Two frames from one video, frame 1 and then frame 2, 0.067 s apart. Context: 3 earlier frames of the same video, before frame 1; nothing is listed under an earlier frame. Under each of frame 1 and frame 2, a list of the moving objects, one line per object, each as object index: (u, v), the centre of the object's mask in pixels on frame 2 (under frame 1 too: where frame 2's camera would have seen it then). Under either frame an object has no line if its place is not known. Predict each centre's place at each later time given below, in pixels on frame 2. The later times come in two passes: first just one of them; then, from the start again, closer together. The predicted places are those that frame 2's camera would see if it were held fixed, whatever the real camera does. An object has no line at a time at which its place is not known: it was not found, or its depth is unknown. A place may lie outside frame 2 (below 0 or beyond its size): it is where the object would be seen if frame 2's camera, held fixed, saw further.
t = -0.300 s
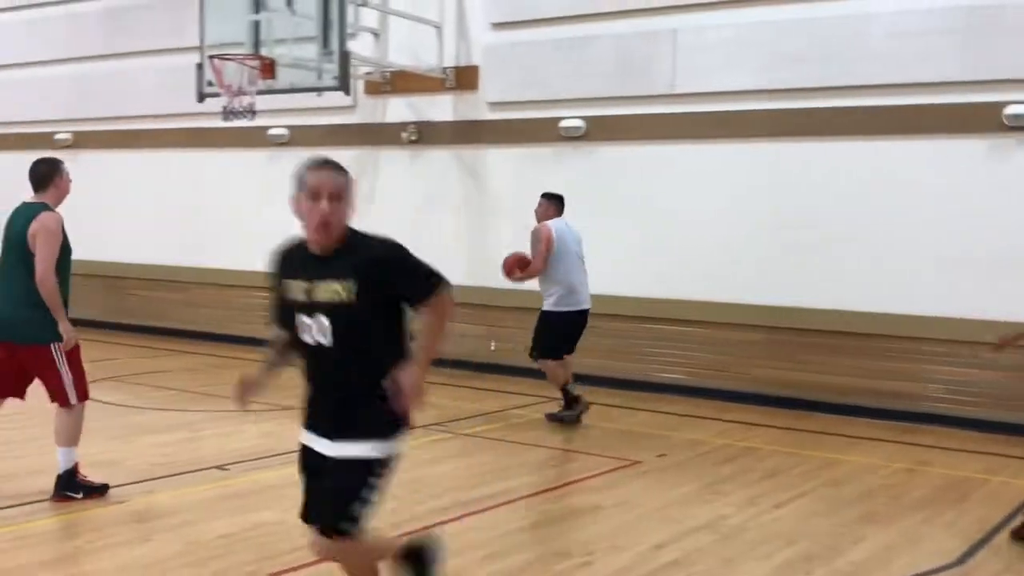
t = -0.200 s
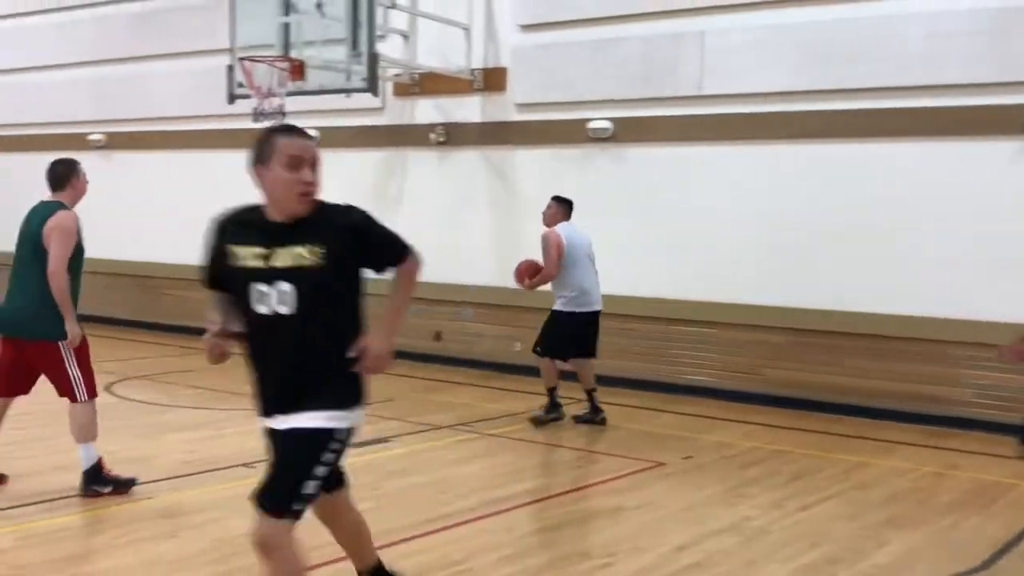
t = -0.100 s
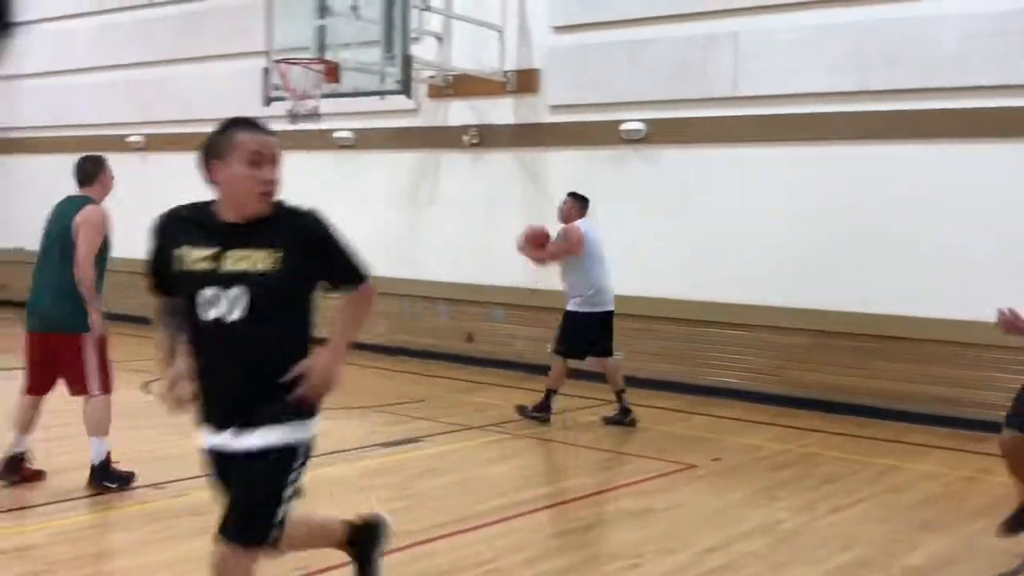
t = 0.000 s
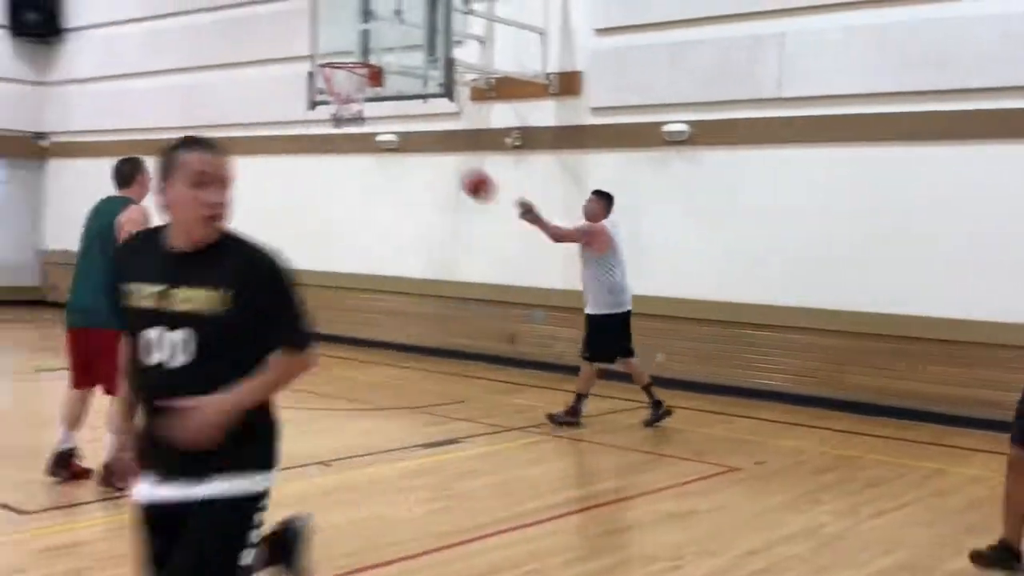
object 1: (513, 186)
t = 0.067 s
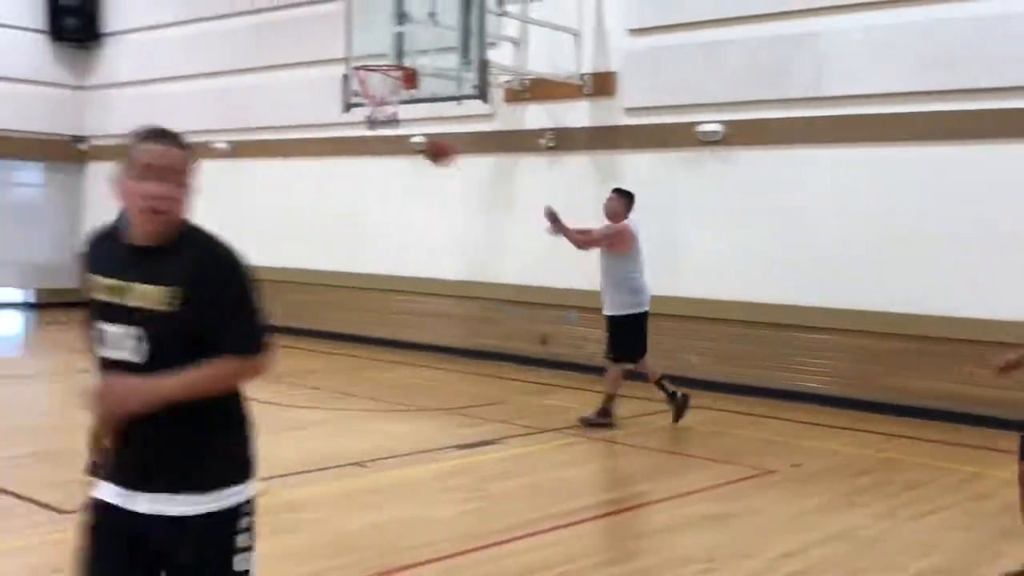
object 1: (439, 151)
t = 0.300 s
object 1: (196, 69)
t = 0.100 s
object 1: (401, 134)
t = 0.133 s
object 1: (365, 119)
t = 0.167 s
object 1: (331, 105)
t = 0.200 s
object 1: (297, 94)
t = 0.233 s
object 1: (264, 84)
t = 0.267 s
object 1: (230, 76)
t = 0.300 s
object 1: (196, 69)
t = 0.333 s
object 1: (163, 63)
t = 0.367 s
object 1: (130, 58)
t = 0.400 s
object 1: (100, 56)
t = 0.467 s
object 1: (38, 53)
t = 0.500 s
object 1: (8, 53)
